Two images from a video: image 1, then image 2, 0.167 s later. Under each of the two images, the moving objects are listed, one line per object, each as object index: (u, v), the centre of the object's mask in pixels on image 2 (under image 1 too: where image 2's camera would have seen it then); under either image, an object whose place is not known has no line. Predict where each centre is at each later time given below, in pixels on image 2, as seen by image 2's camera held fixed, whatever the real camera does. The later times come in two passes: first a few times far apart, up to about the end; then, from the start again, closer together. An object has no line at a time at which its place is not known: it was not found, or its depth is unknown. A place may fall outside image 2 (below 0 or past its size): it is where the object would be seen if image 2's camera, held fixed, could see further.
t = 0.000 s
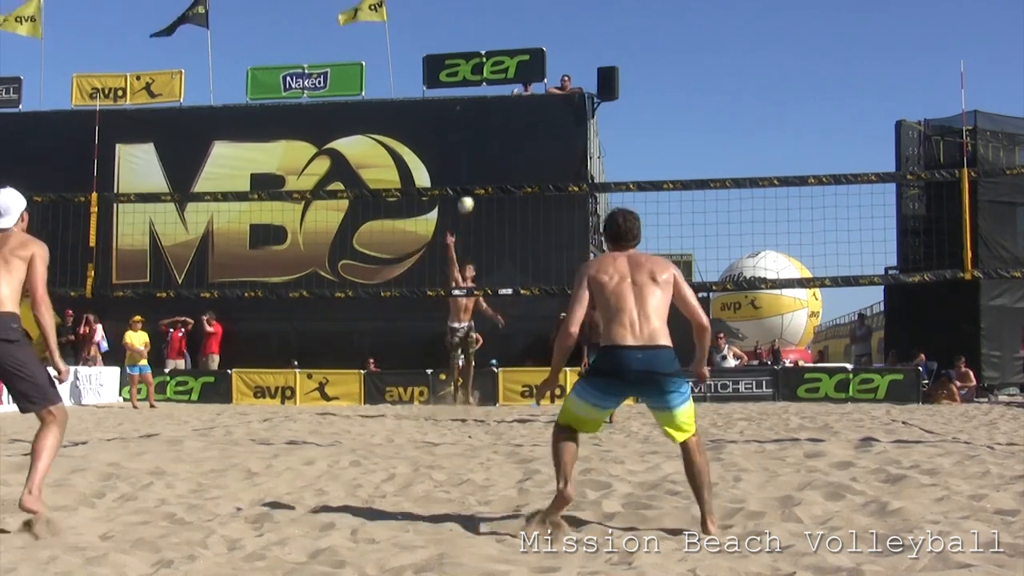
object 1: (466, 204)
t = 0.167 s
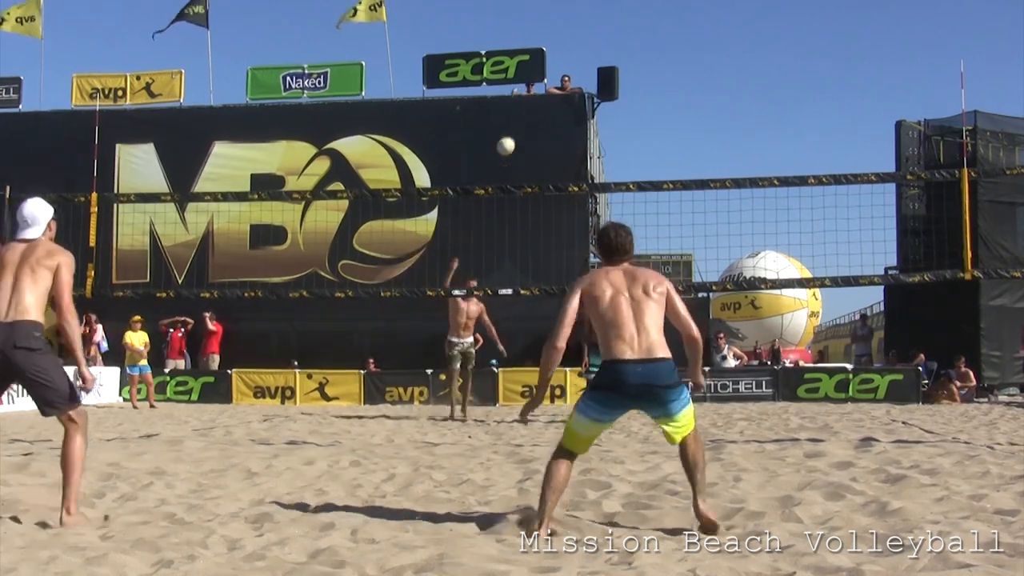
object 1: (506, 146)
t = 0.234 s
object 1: (524, 127)
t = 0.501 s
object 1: (611, 90)
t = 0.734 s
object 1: (712, 120)
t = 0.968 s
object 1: (853, 250)
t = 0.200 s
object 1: (515, 136)
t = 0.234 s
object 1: (524, 127)
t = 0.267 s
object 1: (534, 119)
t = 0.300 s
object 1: (544, 112)
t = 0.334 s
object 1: (554, 105)
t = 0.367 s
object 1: (564, 100)
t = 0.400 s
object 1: (576, 96)
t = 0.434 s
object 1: (587, 92)
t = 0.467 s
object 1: (599, 91)
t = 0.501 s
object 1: (611, 90)
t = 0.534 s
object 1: (624, 89)
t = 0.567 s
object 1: (637, 91)
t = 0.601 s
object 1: (650, 93)
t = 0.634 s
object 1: (664, 97)
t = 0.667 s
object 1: (680, 103)
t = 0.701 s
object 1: (696, 111)
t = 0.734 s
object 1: (712, 120)
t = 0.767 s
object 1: (729, 131)
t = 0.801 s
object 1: (747, 144)
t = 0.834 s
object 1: (766, 159)
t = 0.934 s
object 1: (829, 222)
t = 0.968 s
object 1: (853, 250)
